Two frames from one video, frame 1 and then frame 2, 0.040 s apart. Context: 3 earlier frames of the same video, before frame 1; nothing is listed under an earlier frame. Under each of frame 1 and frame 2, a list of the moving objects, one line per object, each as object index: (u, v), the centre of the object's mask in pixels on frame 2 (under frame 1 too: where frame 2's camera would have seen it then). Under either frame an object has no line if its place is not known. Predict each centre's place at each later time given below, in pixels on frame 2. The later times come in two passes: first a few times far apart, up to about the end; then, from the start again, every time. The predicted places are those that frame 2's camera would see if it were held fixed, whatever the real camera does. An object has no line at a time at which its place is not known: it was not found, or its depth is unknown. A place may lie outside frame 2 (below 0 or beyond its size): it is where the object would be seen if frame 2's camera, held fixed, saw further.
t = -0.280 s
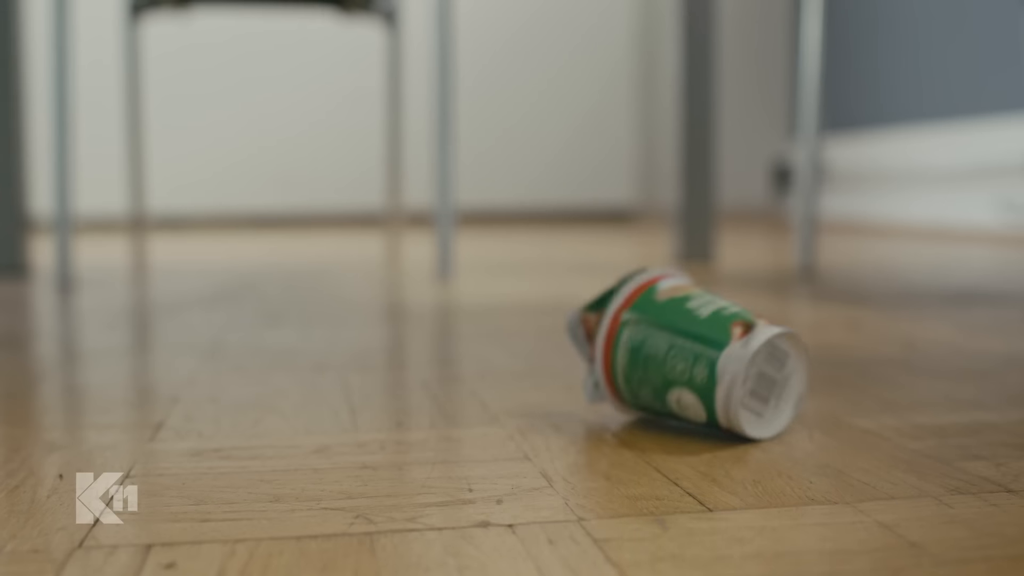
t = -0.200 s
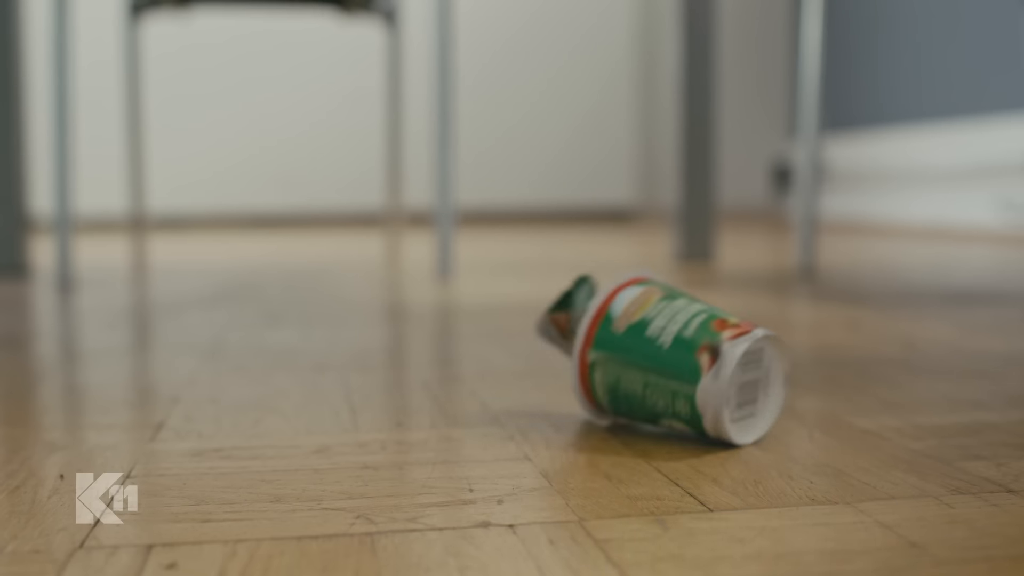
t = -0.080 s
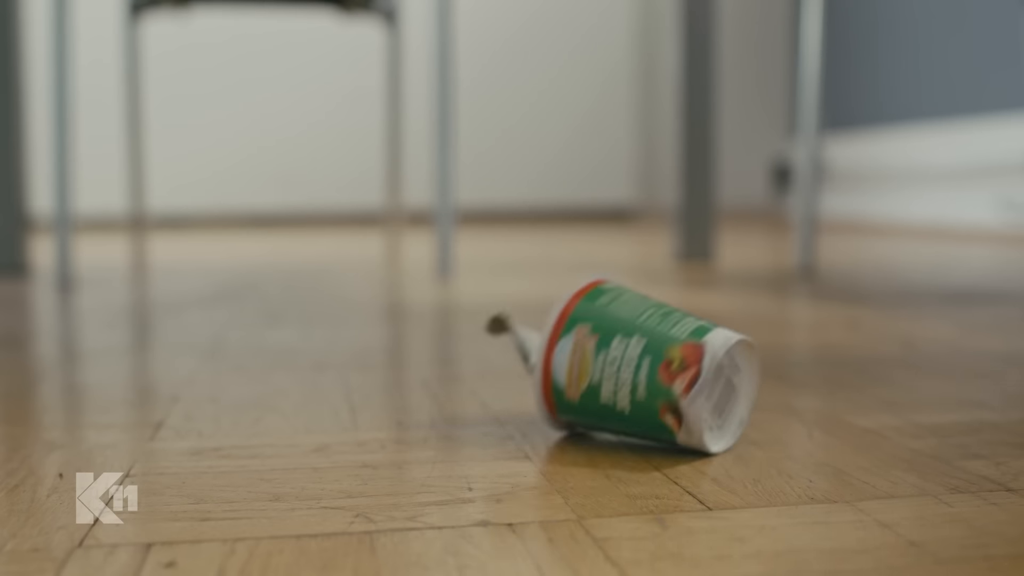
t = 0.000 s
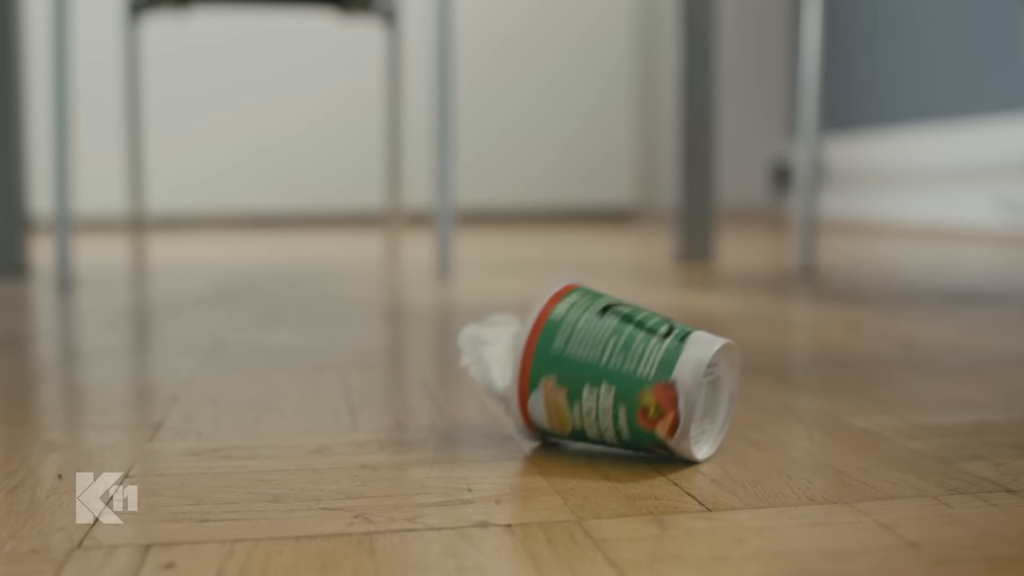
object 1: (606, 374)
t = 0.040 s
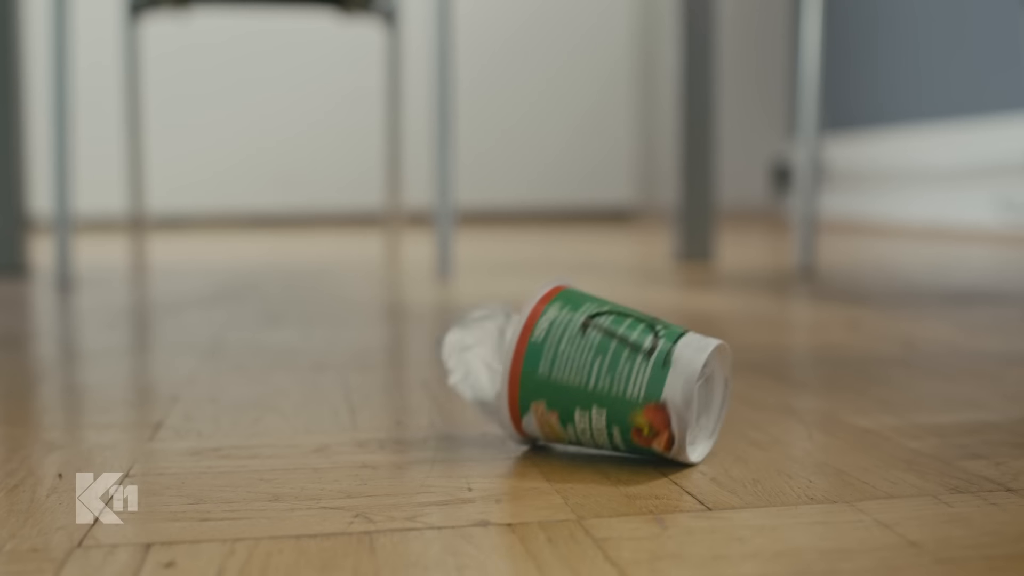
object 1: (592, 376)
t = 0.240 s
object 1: (544, 381)
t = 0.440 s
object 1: (535, 389)
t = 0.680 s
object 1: (538, 396)
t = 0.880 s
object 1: (536, 394)
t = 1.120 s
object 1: (536, 386)
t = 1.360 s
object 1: (562, 378)
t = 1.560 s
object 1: (624, 371)
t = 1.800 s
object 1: (676, 357)
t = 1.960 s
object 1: (704, 354)
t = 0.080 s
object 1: (578, 378)
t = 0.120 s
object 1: (566, 379)
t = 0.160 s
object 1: (557, 379)
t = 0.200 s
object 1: (550, 380)
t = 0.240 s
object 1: (544, 381)
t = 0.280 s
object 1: (540, 383)
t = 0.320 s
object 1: (537, 384)
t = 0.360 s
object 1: (536, 386)
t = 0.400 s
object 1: (535, 387)
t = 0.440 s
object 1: (535, 389)
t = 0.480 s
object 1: (535, 391)
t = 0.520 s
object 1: (535, 392)
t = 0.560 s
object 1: (536, 393)
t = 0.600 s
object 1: (537, 394)
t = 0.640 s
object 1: (537, 395)
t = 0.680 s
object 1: (538, 396)
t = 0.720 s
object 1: (538, 396)
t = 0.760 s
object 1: (538, 396)
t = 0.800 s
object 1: (537, 395)
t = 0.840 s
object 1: (537, 395)
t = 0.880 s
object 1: (536, 394)
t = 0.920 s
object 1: (535, 392)
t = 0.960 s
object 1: (535, 391)
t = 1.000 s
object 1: (535, 390)
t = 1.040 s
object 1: (535, 388)
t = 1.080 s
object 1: (535, 387)
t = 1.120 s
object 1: (536, 386)
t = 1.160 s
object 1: (538, 384)
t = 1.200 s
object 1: (540, 382)
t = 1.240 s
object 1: (544, 381)
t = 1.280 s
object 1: (548, 380)
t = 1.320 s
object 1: (554, 379)
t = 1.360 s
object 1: (562, 378)
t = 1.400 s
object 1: (572, 378)
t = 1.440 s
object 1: (584, 377)
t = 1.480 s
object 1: (596, 375)
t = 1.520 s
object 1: (610, 373)
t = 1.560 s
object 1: (624, 371)
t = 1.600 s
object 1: (637, 369)
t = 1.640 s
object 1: (647, 366)
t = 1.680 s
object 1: (653, 363)
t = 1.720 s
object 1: (660, 360)
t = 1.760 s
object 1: (668, 358)
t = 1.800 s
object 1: (676, 357)
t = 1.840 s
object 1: (683, 355)
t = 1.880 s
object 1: (690, 354)
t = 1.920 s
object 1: (698, 354)
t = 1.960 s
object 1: (704, 354)
